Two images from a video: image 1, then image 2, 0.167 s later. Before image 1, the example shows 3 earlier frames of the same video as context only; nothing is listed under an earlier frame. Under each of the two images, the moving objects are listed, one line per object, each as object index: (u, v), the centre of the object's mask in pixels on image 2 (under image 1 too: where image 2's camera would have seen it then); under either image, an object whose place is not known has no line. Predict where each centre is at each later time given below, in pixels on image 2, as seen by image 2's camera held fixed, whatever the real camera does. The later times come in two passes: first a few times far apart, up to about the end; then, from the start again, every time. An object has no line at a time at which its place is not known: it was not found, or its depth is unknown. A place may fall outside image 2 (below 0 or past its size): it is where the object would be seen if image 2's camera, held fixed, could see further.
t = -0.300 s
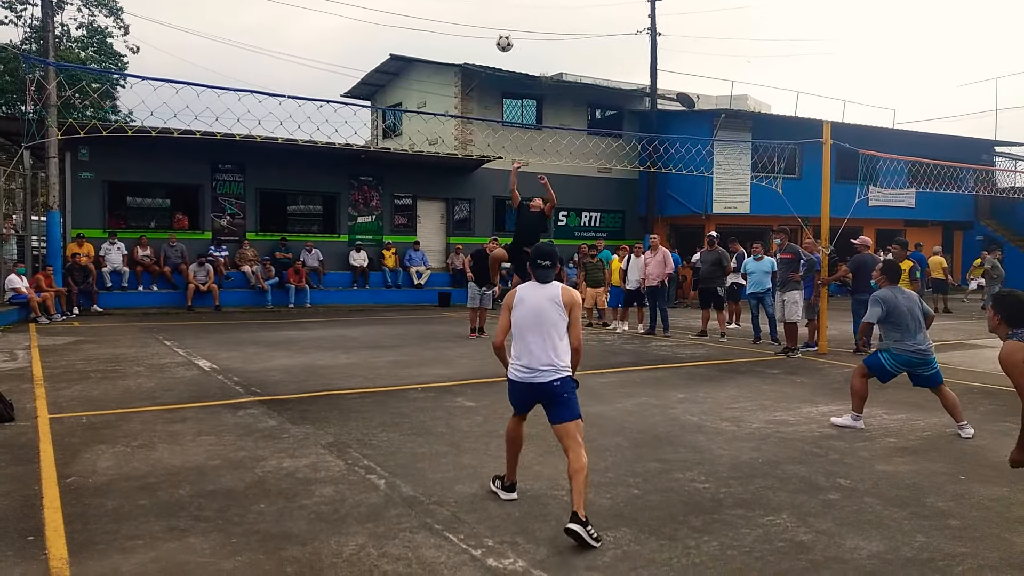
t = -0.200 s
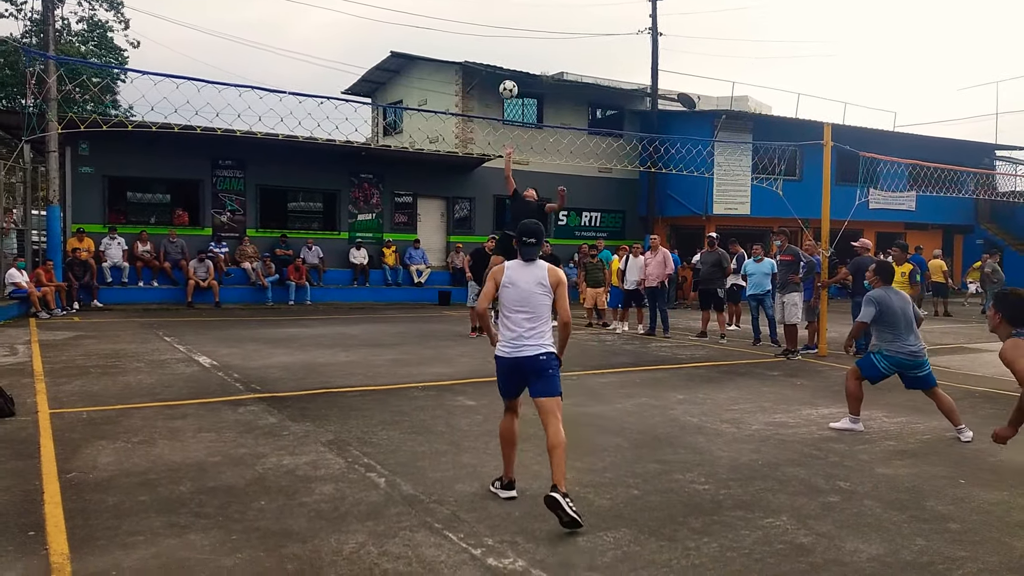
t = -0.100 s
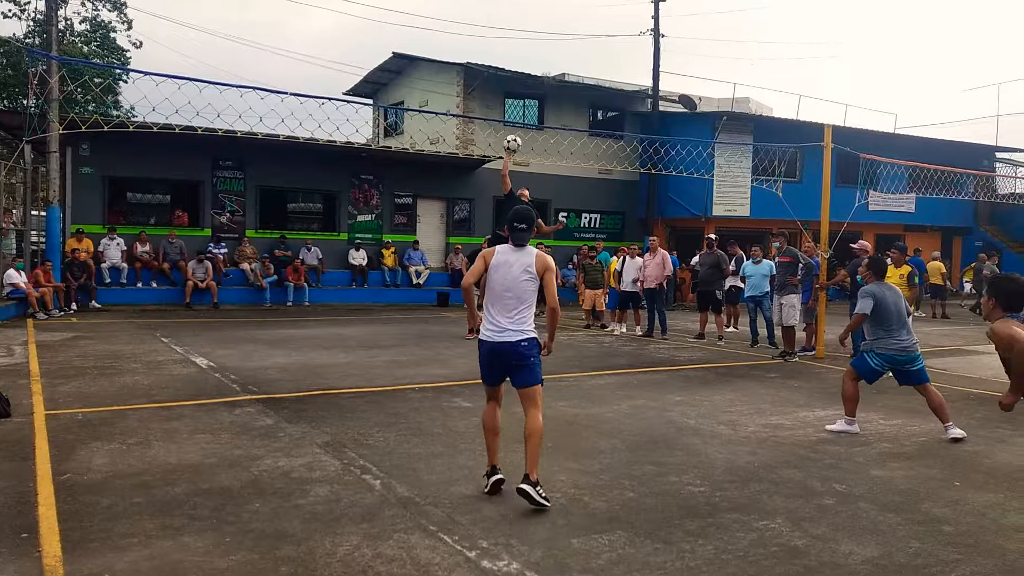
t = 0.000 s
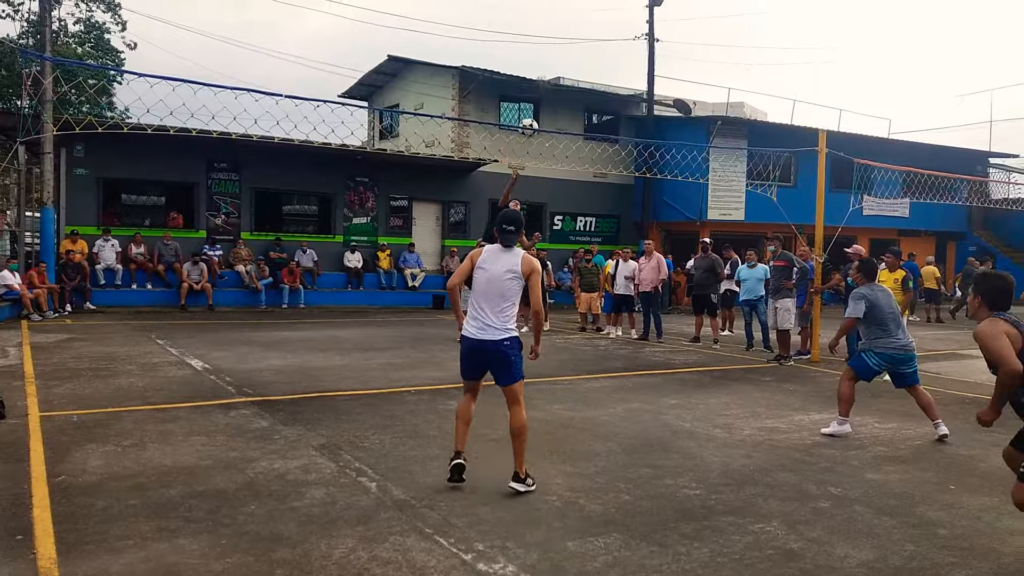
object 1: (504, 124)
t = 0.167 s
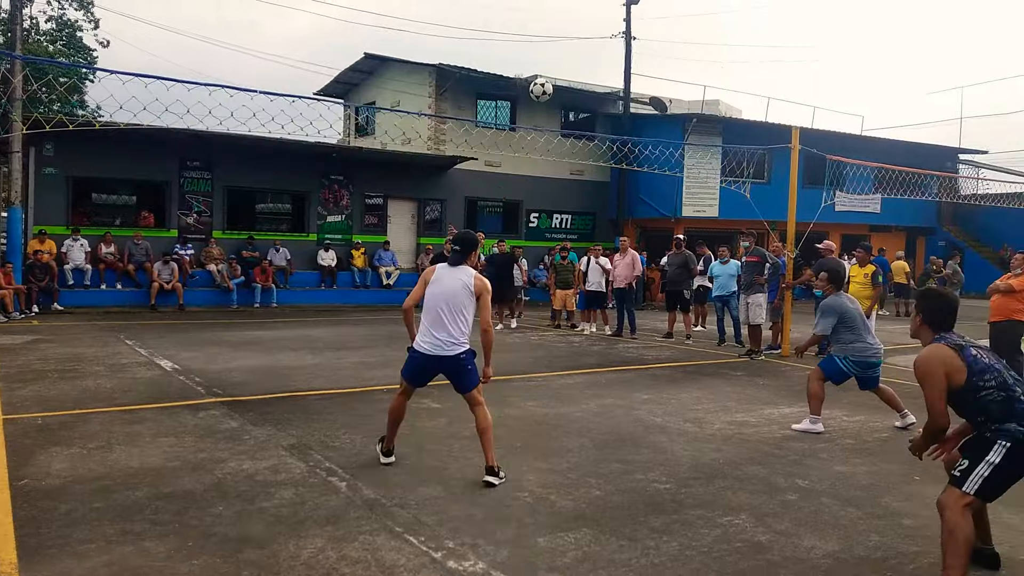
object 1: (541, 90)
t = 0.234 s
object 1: (555, 80)
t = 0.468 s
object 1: (627, 85)
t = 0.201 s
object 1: (548, 85)
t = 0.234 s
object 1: (555, 80)
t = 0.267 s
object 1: (564, 76)
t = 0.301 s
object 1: (574, 75)
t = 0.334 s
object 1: (584, 74)
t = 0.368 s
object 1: (594, 75)
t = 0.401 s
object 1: (604, 77)
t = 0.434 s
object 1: (615, 79)
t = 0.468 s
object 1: (627, 85)
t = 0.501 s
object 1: (641, 92)
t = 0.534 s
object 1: (654, 100)
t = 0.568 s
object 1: (670, 112)
